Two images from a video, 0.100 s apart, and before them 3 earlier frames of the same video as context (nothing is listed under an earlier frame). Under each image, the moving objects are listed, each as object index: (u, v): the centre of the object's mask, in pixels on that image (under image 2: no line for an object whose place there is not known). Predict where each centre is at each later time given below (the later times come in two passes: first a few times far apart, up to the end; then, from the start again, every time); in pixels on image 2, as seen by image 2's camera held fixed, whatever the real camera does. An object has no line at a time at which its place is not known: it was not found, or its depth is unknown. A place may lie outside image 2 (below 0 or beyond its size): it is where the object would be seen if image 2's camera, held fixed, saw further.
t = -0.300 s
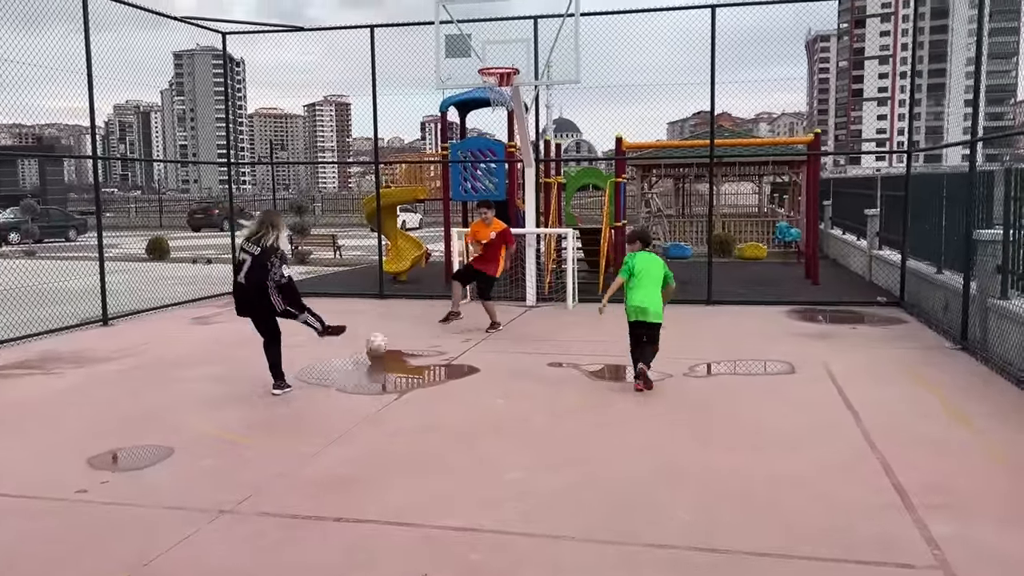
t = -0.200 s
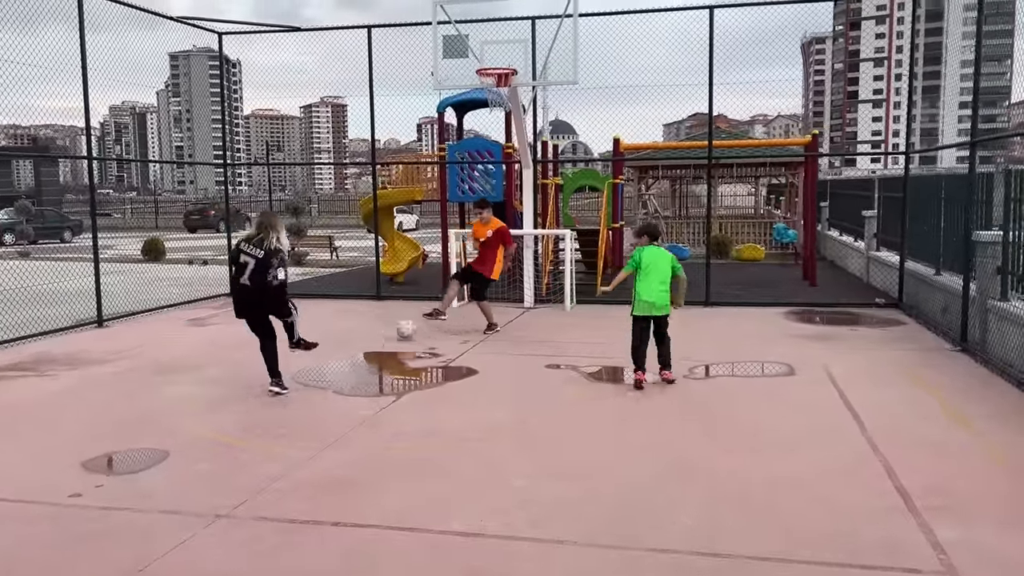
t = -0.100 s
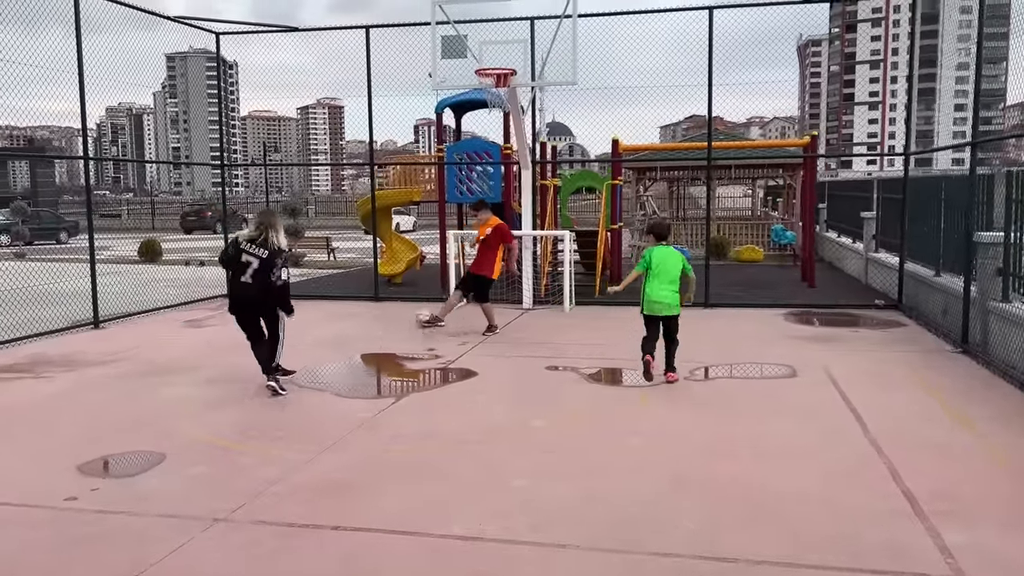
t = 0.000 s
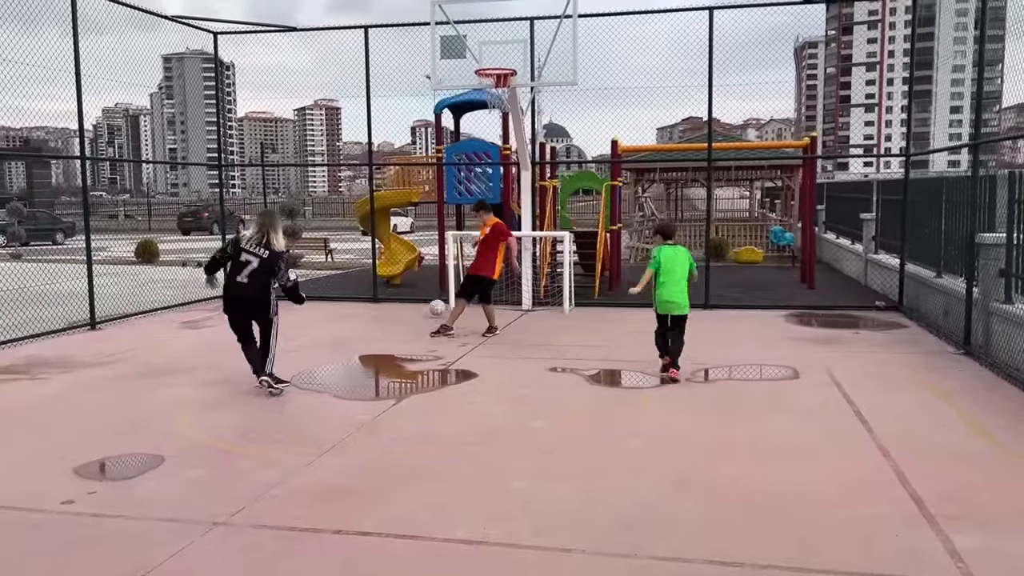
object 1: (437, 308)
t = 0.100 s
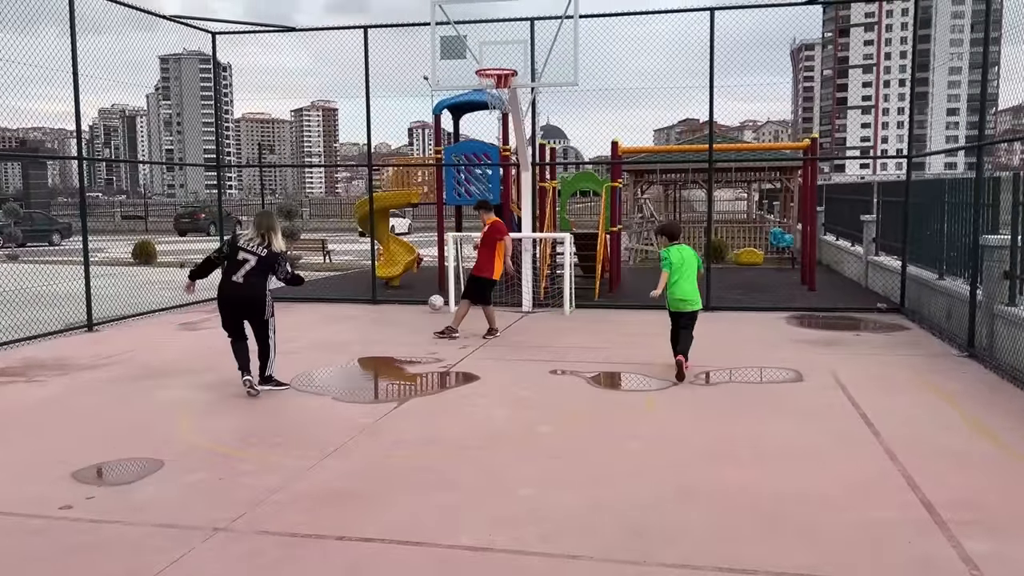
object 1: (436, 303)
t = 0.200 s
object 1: (402, 301)
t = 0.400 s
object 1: (341, 305)
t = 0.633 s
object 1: (289, 306)
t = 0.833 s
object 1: (254, 304)
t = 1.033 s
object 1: (220, 304)
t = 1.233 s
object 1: (198, 298)
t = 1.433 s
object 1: (210, 291)
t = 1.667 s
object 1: (223, 300)
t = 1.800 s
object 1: (225, 299)
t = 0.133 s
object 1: (424, 302)
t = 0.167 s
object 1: (413, 301)
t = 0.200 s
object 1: (402, 301)
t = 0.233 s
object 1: (391, 302)
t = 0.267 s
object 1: (379, 304)
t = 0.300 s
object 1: (367, 307)
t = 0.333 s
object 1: (358, 306)
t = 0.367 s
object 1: (350, 306)
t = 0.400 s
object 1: (341, 305)
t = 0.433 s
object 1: (332, 305)
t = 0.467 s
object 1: (324, 306)
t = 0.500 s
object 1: (314, 307)
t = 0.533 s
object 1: (308, 306)
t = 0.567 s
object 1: (302, 305)
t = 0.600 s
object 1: (296, 306)
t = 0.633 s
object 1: (289, 306)
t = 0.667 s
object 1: (283, 305)
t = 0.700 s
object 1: (277, 305)
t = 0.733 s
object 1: (272, 305)
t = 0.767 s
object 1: (266, 305)
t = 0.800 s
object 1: (260, 305)
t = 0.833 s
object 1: (254, 304)
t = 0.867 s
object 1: (248, 304)
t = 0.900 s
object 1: (242, 304)
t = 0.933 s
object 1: (237, 304)
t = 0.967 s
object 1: (231, 303)
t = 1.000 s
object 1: (225, 304)
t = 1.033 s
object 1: (220, 304)
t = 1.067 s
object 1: (214, 304)
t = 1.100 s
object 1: (209, 304)
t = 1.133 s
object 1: (204, 304)
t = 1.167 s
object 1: (198, 303)
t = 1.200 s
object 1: (195, 301)
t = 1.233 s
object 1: (198, 298)
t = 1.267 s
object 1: (199, 296)
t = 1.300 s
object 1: (201, 294)
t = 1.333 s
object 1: (203, 292)
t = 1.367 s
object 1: (205, 291)
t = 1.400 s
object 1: (207, 292)
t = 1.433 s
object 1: (210, 291)
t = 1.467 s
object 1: (212, 293)
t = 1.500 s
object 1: (215, 295)
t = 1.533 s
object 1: (218, 298)
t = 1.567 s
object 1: (221, 302)
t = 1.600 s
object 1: (223, 305)
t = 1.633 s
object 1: (223, 302)
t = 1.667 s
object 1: (223, 300)
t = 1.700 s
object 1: (224, 299)
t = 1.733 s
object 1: (224, 298)
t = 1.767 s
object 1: (225, 298)
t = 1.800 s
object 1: (225, 299)
